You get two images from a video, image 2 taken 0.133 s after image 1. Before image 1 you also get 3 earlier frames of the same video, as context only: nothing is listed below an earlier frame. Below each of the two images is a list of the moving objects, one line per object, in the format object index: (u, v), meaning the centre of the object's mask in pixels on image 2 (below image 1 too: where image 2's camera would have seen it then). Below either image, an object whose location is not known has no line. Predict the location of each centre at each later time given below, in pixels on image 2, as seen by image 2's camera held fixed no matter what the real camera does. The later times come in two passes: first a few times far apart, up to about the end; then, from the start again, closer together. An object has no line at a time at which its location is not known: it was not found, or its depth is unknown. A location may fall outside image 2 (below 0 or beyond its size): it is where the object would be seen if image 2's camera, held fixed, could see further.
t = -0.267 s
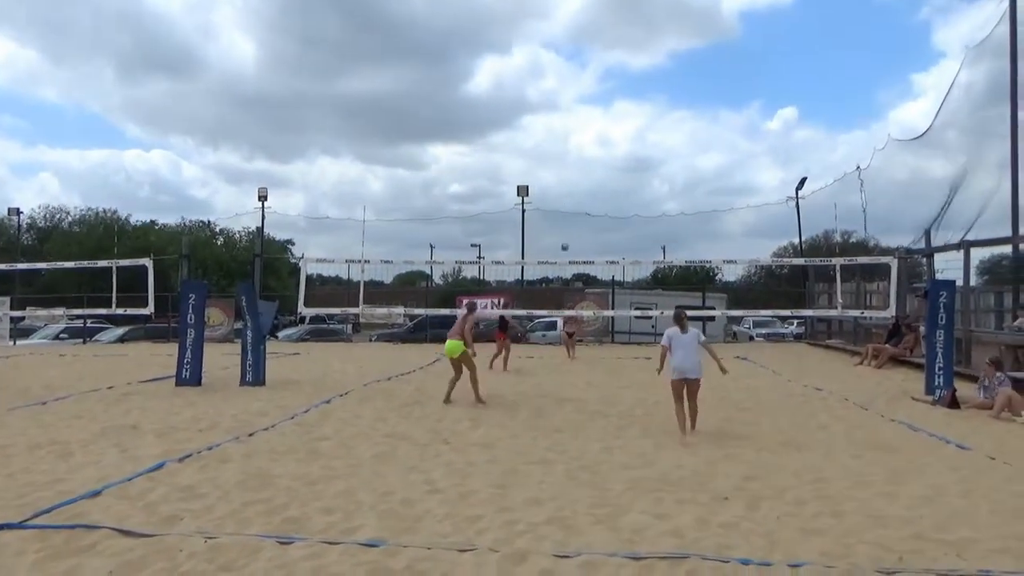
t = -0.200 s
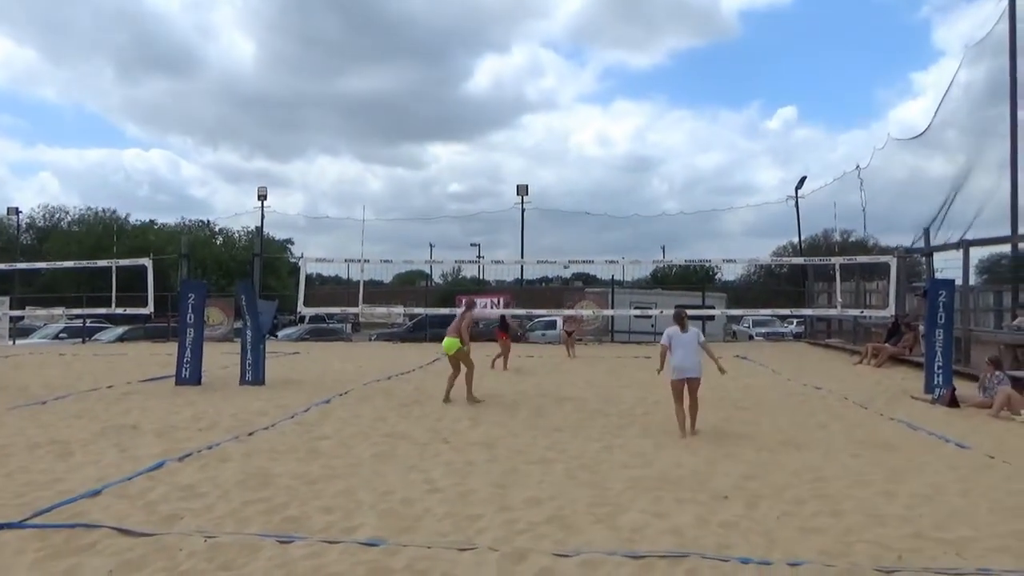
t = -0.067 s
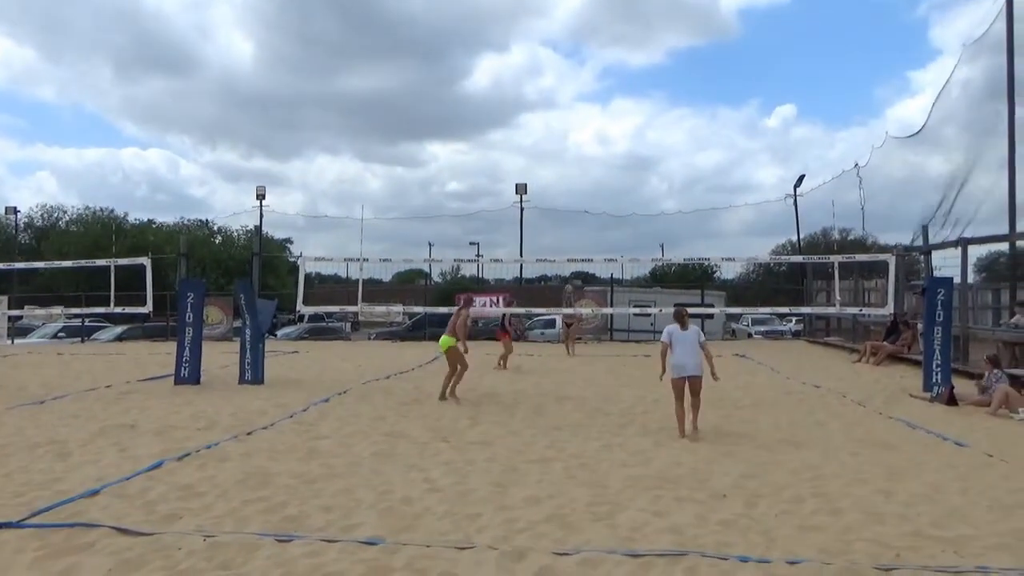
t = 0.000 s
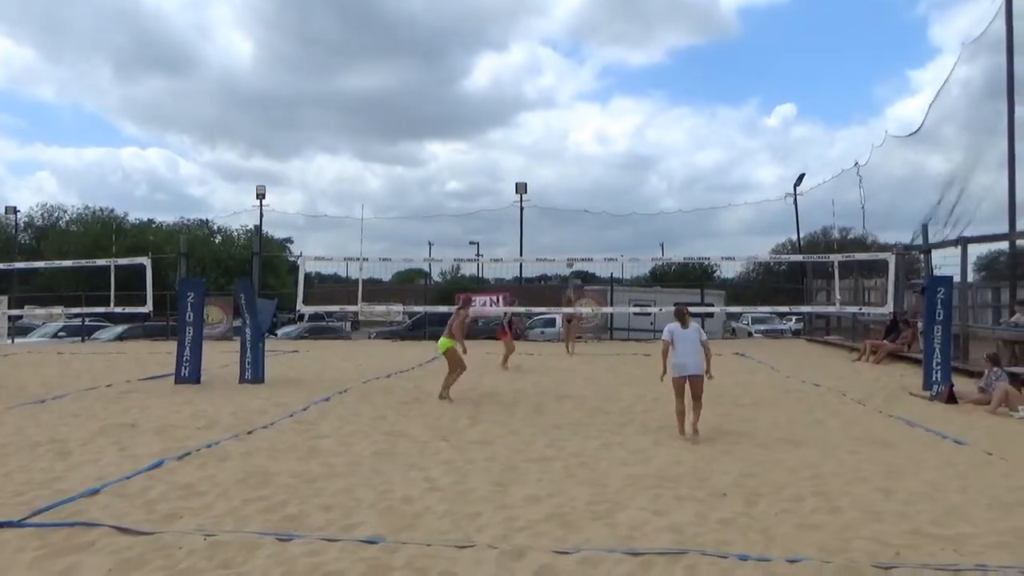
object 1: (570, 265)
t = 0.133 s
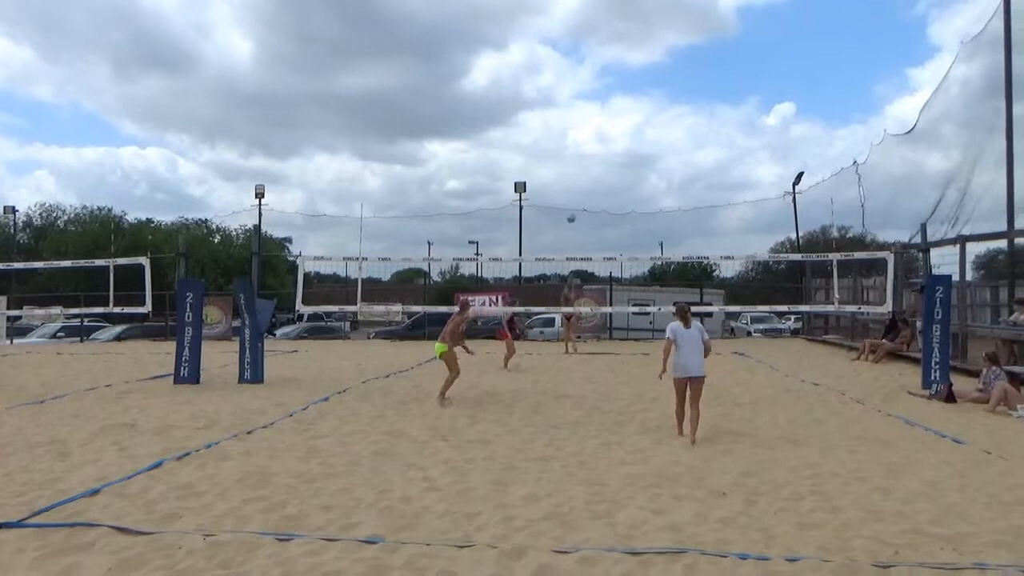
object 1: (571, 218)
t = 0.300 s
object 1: (574, 169)
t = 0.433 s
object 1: (576, 135)
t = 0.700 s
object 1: (582, 84)
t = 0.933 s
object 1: (588, 59)
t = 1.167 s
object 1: (595, 55)
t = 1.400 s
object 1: (603, 78)
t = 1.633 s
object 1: (613, 132)
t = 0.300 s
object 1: (574, 169)
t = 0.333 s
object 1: (575, 160)
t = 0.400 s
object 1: (575, 143)
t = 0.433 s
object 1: (576, 135)
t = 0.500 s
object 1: (578, 120)
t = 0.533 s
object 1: (578, 113)
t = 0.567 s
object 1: (579, 107)
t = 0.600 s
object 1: (580, 100)
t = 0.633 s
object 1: (581, 95)
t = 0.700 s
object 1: (582, 84)
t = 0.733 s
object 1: (583, 79)
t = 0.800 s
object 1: (585, 71)
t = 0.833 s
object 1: (585, 67)
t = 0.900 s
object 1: (587, 61)
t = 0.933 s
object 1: (588, 59)
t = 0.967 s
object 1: (589, 57)
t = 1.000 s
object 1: (590, 55)
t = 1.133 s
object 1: (594, 54)
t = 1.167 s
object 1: (595, 55)
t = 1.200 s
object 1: (596, 57)
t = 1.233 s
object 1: (598, 59)
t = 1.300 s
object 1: (600, 65)
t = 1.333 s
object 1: (601, 69)
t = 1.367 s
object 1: (602, 73)
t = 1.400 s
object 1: (603, 78)
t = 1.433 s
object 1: (605, 83)
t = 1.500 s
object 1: (607, 97)
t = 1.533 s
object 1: (608, 104)
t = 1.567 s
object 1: (610, 113)
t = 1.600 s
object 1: (612, 121)
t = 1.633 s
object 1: (613, 132)
